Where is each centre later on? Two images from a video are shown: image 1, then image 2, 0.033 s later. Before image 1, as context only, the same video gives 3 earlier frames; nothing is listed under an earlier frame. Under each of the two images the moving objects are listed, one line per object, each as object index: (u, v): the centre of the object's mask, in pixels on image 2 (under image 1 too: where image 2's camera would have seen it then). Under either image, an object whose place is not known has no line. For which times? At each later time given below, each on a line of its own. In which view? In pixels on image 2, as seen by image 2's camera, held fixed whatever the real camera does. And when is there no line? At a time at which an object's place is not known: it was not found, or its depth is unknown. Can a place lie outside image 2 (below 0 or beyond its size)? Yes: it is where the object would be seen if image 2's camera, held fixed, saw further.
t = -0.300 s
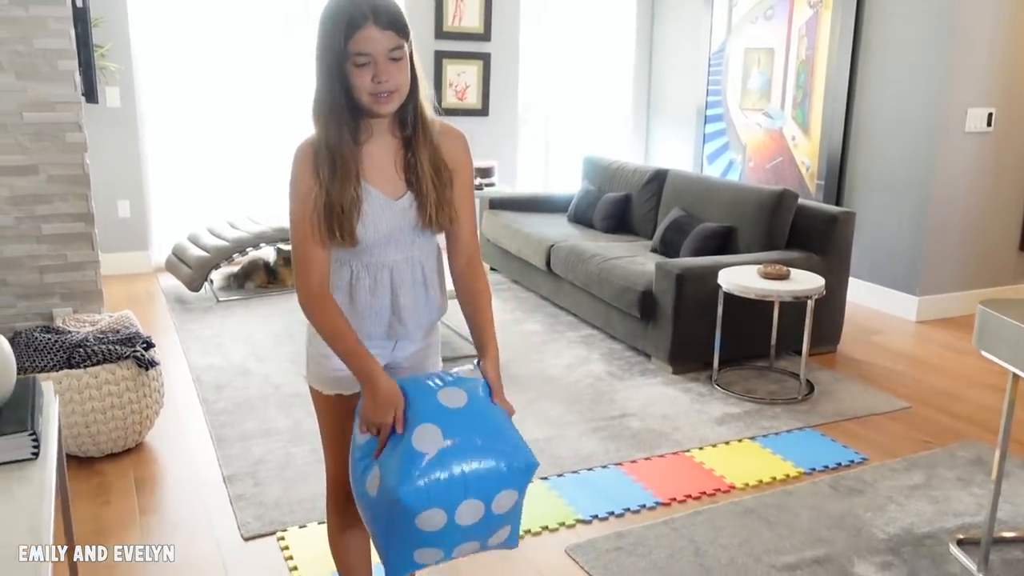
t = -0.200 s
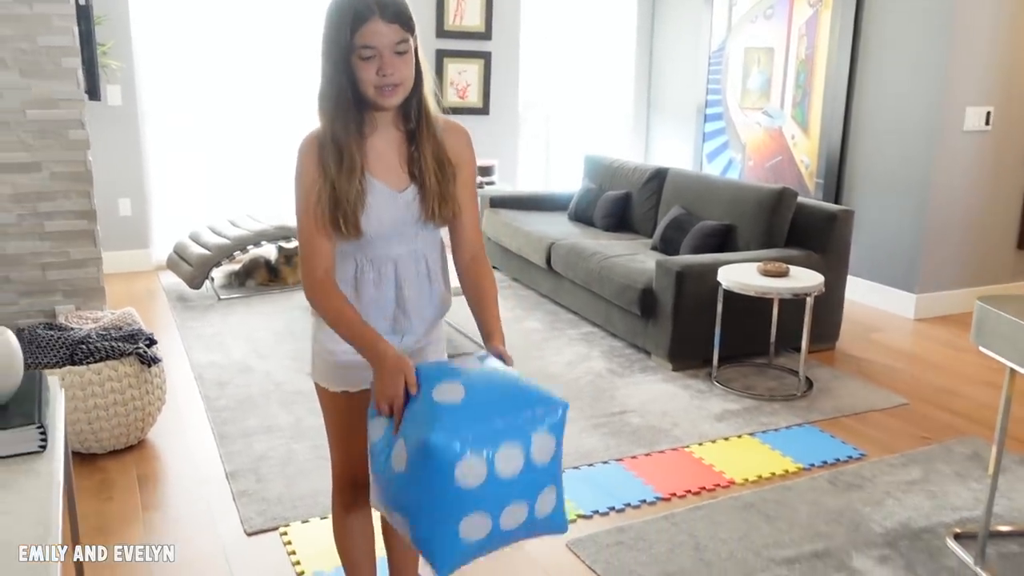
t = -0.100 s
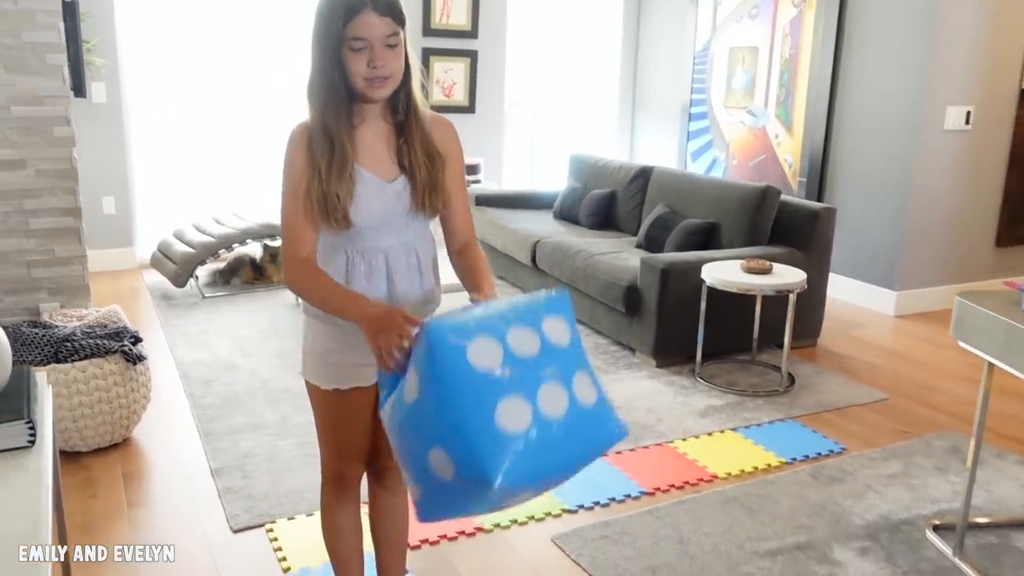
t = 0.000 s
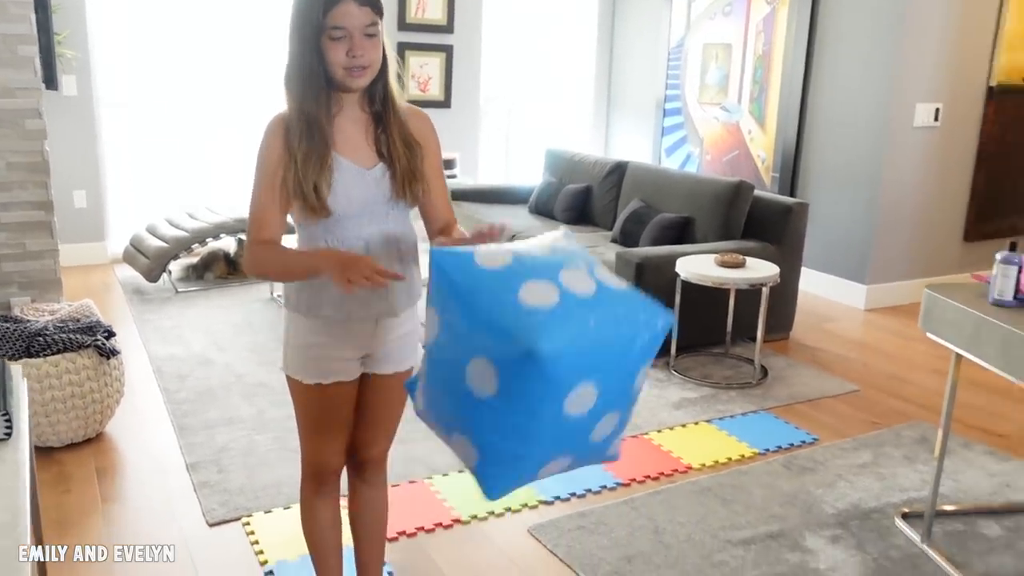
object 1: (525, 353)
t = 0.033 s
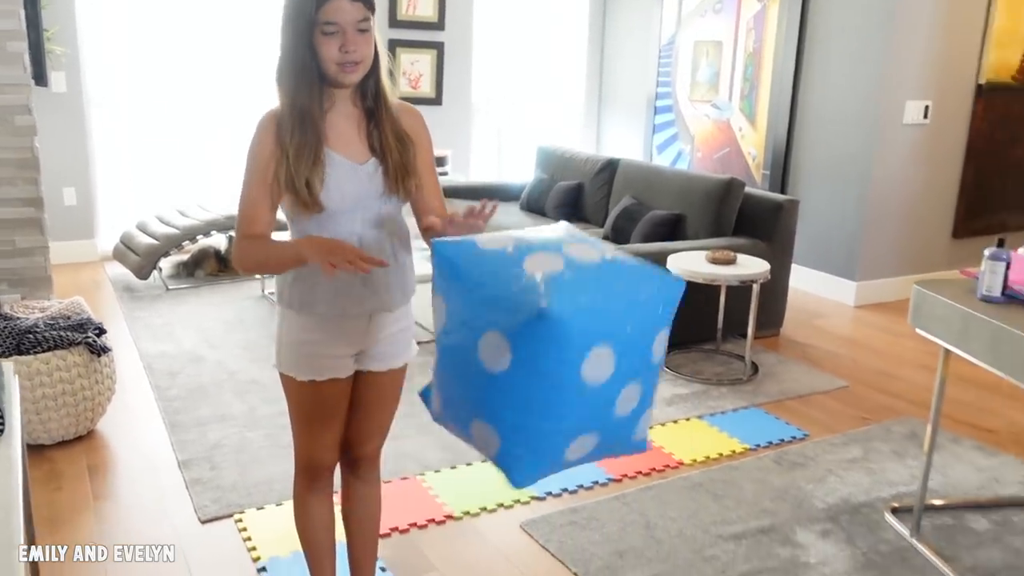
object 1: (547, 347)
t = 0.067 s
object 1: (568, 344)
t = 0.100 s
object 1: (594, 347)
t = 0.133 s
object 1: (619, 354)
